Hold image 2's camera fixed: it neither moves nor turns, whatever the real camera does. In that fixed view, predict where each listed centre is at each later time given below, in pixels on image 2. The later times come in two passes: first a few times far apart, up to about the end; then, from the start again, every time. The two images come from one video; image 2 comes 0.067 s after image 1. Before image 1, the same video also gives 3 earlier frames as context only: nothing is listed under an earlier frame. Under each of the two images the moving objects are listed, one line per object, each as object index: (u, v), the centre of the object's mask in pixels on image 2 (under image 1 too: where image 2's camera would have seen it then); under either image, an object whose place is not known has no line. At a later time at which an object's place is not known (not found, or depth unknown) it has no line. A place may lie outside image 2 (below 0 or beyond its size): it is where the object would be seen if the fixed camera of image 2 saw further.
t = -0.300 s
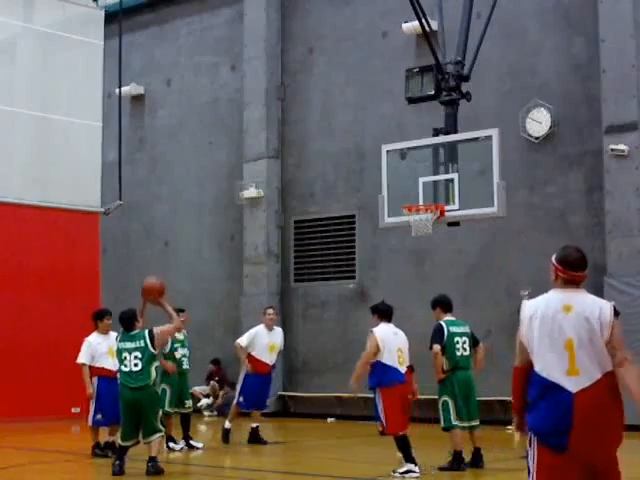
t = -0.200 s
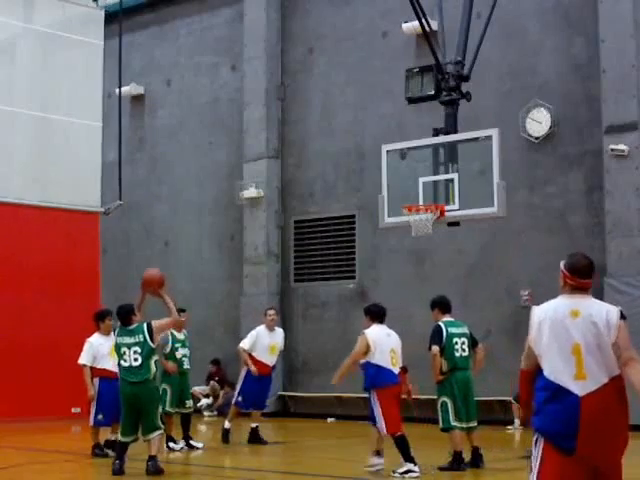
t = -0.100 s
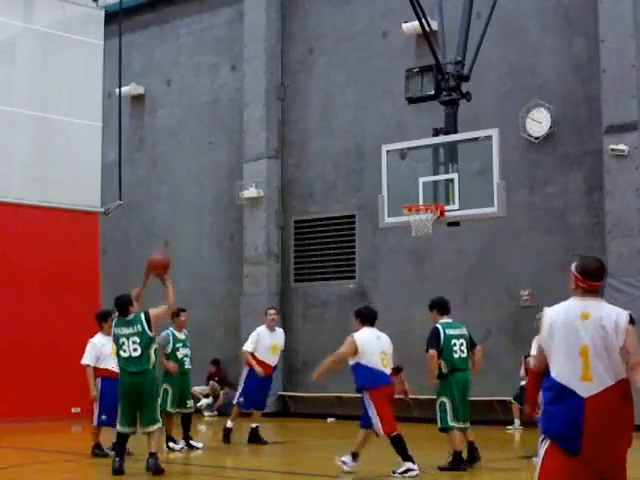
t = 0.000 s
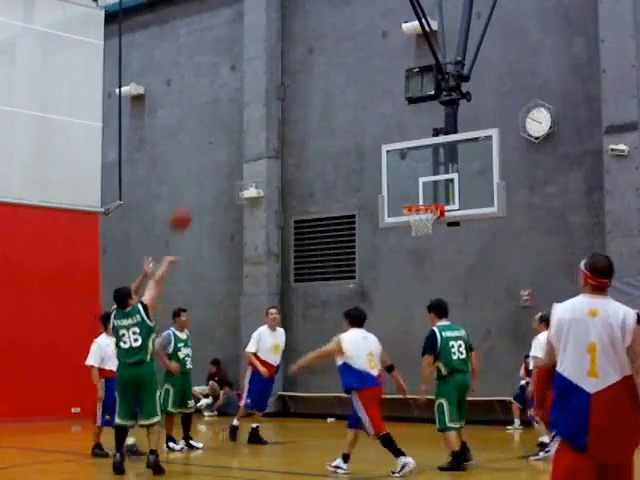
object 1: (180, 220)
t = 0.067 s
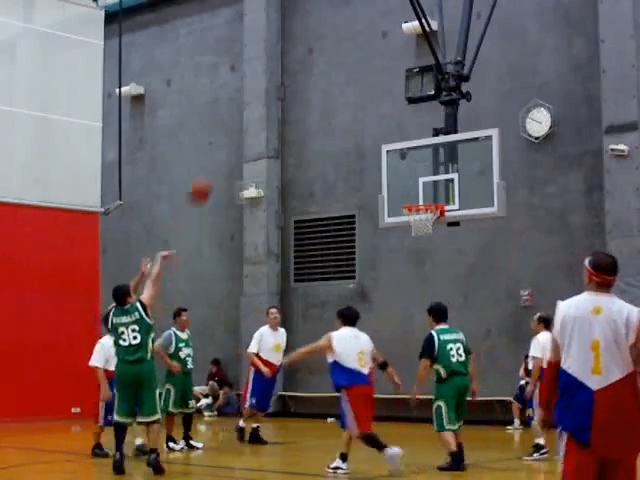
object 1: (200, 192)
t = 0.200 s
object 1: (236, 151)
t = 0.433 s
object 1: (294, 114)
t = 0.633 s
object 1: (340, 123)
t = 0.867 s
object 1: (389, 169)
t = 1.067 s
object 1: (414, 193)
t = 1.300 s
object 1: (426, 195)
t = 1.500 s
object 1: (418, 195)
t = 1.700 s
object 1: (417, 217)
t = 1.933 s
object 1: (435, 266)
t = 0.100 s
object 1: (210, 180)
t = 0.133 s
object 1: (219, 169)
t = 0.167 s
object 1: (228, 158)
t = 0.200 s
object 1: (236, 151)
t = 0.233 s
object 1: (245, 142)
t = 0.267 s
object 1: (254, 136)
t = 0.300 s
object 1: (263, 129)
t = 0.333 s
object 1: (272, 122)
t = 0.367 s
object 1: (279, 119)
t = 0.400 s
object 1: (287, 116)
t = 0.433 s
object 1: (294, 114)
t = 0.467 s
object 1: (302, 114)
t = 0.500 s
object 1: (310, 114)
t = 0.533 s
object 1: (318, 114)
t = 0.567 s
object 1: (326, 116)
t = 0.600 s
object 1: (333, 120)
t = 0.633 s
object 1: (340, 123)
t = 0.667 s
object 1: (347, 127)
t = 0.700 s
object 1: (354, 133)
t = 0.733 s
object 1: (361, 138)
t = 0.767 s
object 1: (368, 145)
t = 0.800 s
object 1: (374, 151)
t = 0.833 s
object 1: (381, 161)
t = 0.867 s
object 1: (389, 169)
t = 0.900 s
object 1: (395, 182)
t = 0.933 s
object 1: (401, 191)
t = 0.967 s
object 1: (406, 198)
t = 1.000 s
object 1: (408, 196)
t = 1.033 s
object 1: (411, 194)
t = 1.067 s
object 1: (414, 193)
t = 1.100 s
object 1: (416, 193)
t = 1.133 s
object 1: (419, 193)
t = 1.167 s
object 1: (422, 194)
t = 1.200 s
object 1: (424, 197)
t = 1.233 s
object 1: (425, 198)
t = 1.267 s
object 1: (428, 197)
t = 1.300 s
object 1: (426, 195)
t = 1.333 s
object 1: (425, 192)
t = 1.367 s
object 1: (424, 191)
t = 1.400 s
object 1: (422, 191)
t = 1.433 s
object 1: (421, 191)
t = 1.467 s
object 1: (420, 193)
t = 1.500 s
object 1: (418, 195)
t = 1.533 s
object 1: (416, 198)
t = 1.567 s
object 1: (415, 202)
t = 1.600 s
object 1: (414, 208)
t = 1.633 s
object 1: (413, 212)
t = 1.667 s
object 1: (414, 214)
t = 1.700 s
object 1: (417, 217)
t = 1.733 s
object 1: (421, 231)
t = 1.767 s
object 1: (423, 234)
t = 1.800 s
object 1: (425, 238)
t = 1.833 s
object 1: (427, 244)
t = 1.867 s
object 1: (430, 249)
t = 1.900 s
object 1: (432, 258)
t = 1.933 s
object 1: (435, 266)
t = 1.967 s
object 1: (437, 276)
